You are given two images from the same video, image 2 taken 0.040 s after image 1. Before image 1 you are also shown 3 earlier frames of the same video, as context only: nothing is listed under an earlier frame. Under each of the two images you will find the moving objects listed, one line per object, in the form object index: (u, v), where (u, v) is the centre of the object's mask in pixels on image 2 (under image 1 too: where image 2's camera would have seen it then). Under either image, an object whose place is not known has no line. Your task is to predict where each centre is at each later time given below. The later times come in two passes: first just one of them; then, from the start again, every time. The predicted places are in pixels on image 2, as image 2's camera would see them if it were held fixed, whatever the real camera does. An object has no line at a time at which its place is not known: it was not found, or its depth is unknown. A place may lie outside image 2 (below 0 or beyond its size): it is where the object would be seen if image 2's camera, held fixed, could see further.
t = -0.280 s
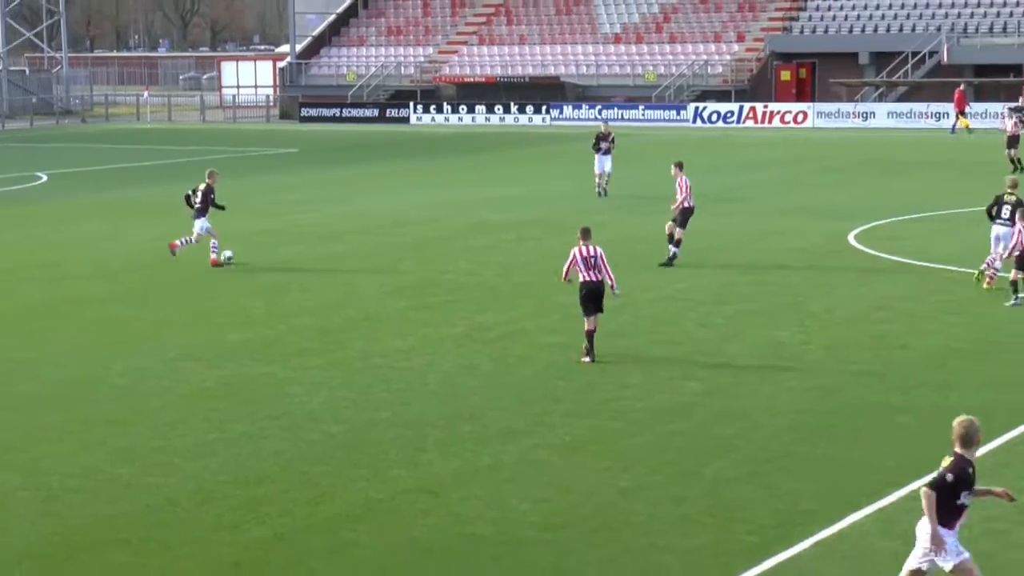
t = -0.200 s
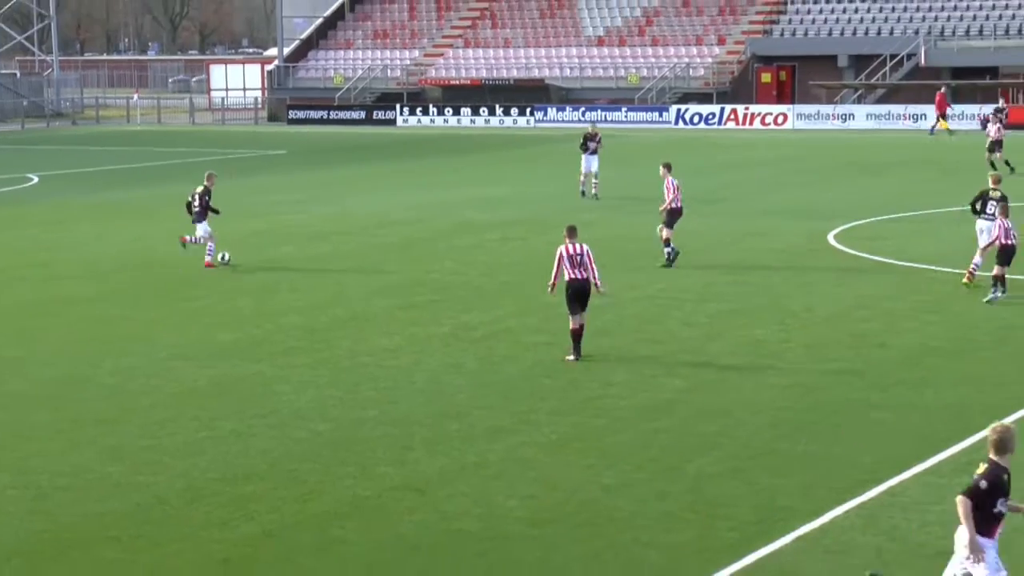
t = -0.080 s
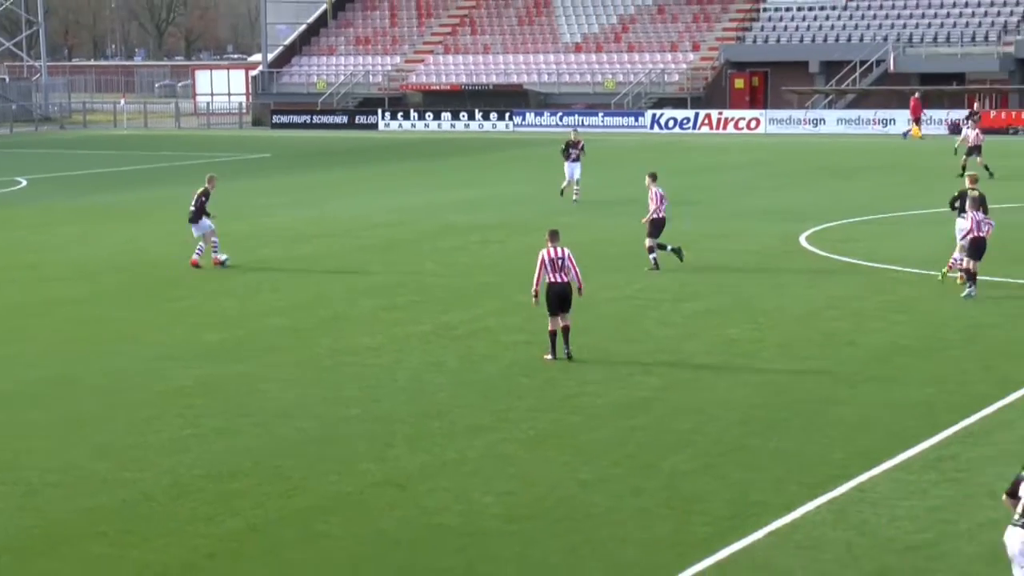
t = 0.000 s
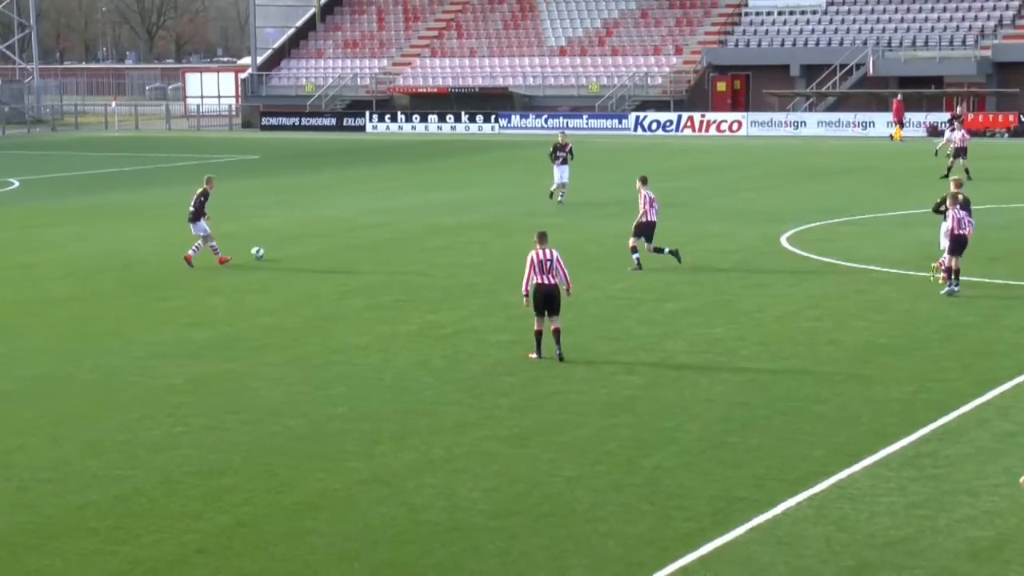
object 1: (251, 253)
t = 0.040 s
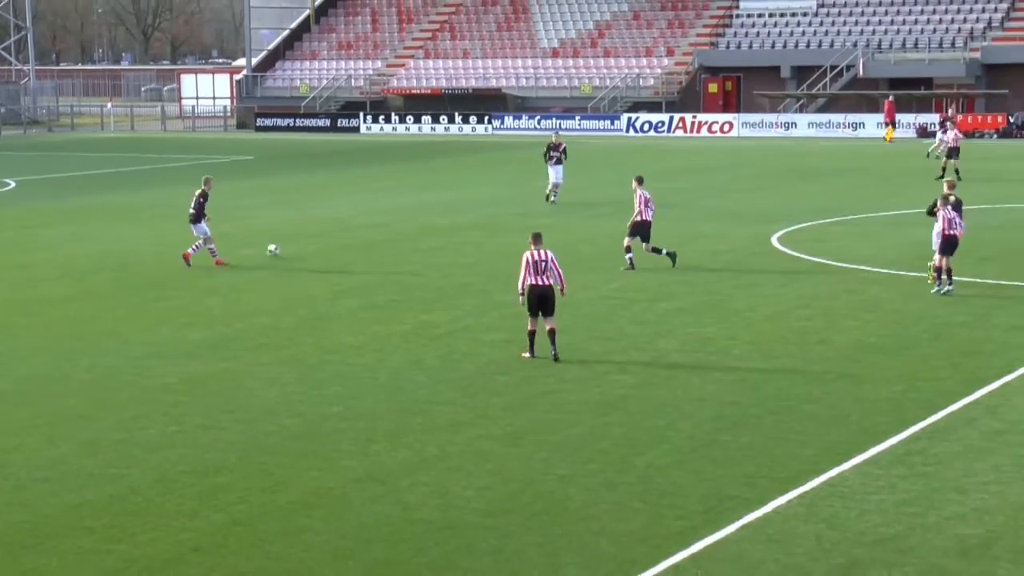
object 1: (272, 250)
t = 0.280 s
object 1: (382, 236)
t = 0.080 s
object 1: (293, 248)
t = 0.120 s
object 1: (314, 246)
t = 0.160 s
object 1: (334, 242)
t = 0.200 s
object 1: (350, 240)
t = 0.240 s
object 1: (367, 236)
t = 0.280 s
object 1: (382, 236)
